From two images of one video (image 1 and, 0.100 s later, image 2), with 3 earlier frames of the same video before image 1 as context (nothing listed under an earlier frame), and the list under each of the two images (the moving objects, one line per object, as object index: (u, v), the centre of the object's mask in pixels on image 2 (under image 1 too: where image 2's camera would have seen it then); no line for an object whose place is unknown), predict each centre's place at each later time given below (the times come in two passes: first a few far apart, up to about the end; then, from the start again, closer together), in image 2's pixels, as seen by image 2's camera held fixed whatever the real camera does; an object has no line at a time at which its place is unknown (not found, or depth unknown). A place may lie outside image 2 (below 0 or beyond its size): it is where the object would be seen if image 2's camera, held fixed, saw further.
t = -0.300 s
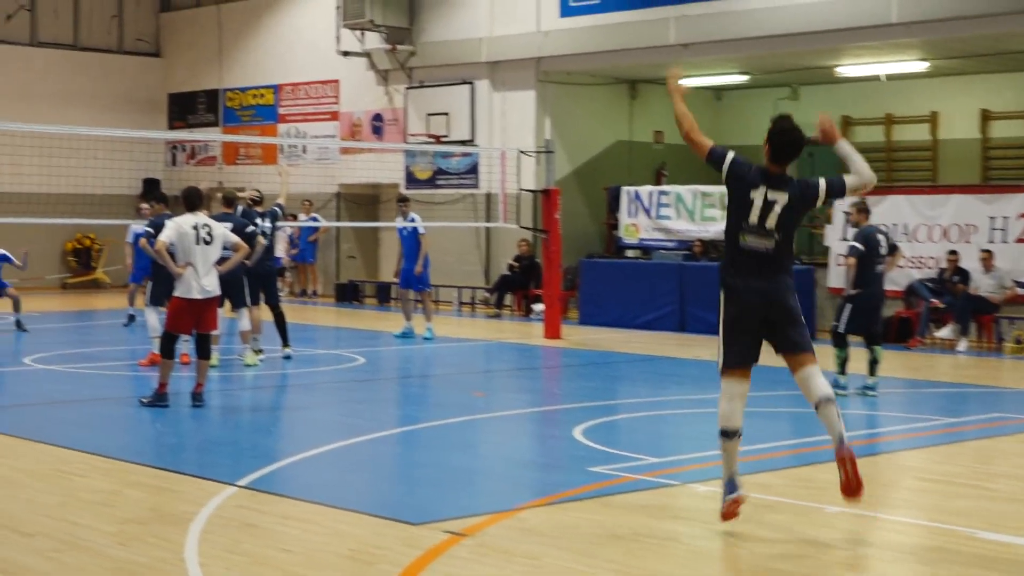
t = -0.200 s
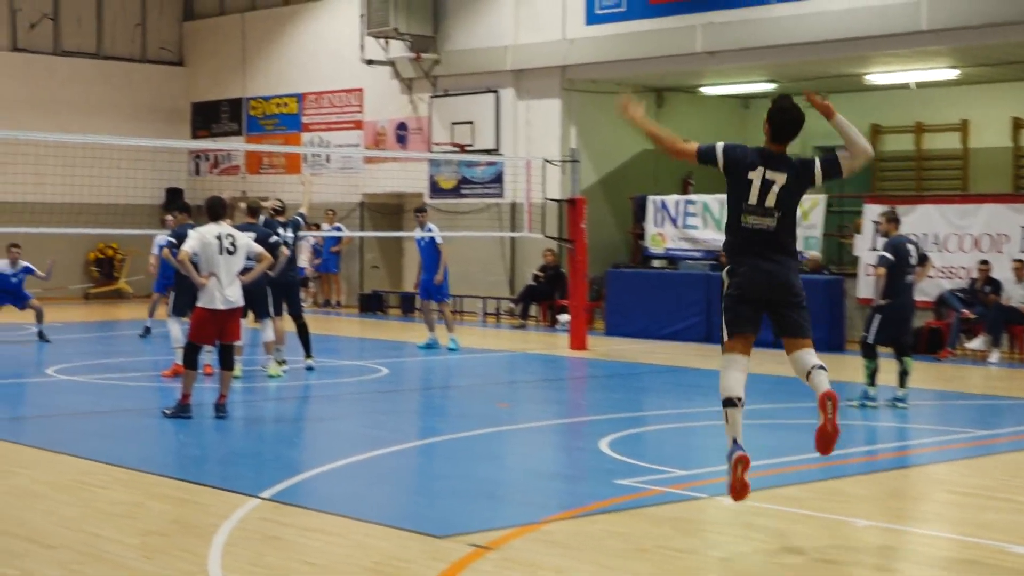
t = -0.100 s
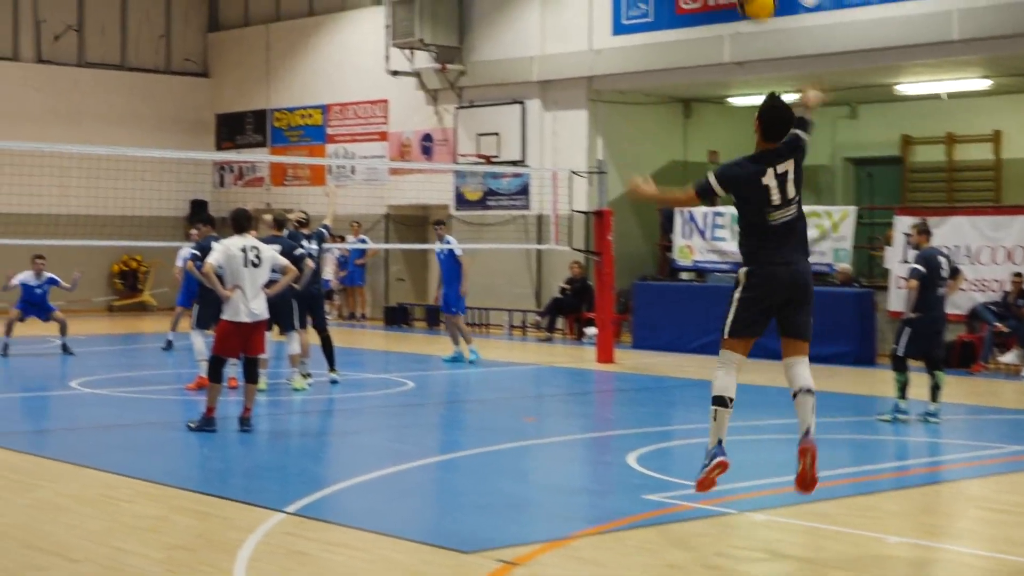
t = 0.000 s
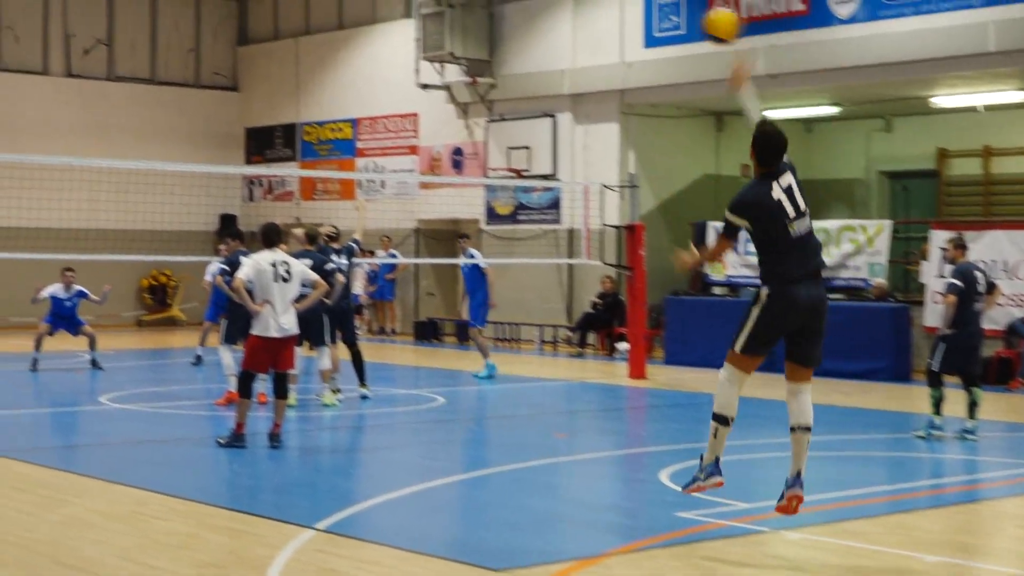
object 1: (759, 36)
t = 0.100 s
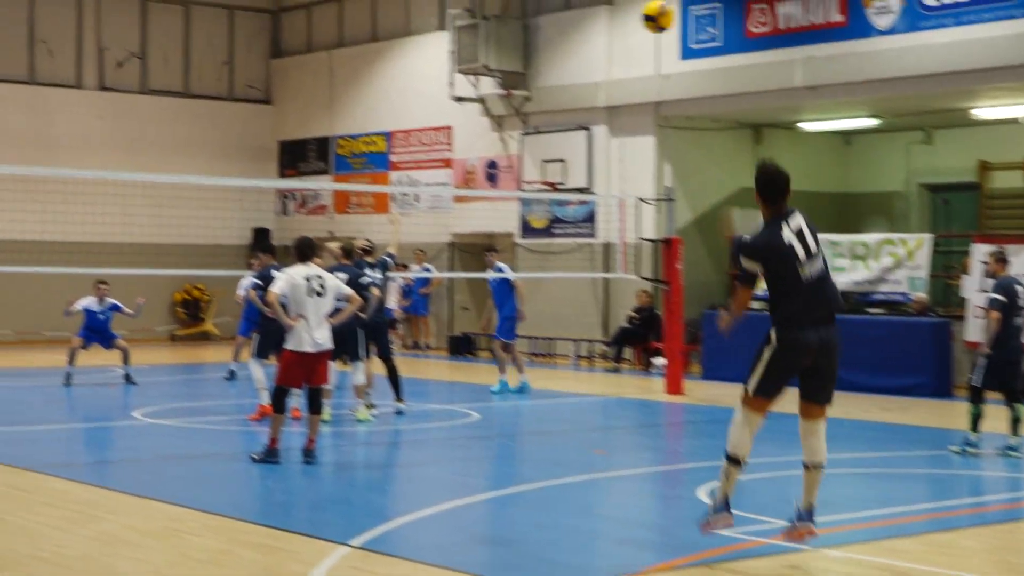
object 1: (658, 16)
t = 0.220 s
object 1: (569, 8)
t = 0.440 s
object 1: (459, 33)
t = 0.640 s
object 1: (390, 86)
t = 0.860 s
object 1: (333, 165)
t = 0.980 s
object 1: (305, 217)
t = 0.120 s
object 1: (641, 13)
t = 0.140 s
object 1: (625, 11)
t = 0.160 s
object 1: (610, 10)
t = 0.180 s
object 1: (596, 9)
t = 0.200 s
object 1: (583, 9)
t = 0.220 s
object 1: (569, 8)
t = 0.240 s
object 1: (557, 9)
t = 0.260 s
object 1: (545, 10)
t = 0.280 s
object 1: (534, 11)
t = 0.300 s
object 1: (524, 13)
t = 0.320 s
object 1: (514, 15)
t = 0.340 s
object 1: (503, 17)
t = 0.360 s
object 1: (494, 19)
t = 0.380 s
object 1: (485, 21)
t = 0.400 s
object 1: (476, 25)
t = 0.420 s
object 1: (467, 28)
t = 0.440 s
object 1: (459, 33)
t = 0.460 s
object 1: (452, 37)
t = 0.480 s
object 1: (444, 41)
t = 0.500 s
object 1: (437, 46)
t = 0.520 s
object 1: (429, 51)
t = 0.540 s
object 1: (423, 56)
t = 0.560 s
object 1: (416, 62)
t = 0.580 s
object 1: (410, 67)
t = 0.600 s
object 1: (403, 73)
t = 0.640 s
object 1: (390, 86)
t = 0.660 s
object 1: (385, 92)
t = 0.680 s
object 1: (379, 99)
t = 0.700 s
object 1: (373, 105)
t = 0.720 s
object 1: (367, 113)
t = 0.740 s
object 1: (362, 120)
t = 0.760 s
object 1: (356, 127)
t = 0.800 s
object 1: (347, 141)
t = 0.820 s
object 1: (343, 149)
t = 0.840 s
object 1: (338, 157)
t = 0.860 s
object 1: (333, 165)
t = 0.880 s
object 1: (328, 174)
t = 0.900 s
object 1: (323, 178)
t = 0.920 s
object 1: (317, 194)
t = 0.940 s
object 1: (314, 199)
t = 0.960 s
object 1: (310, 209)
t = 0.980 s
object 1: (305, 217)
